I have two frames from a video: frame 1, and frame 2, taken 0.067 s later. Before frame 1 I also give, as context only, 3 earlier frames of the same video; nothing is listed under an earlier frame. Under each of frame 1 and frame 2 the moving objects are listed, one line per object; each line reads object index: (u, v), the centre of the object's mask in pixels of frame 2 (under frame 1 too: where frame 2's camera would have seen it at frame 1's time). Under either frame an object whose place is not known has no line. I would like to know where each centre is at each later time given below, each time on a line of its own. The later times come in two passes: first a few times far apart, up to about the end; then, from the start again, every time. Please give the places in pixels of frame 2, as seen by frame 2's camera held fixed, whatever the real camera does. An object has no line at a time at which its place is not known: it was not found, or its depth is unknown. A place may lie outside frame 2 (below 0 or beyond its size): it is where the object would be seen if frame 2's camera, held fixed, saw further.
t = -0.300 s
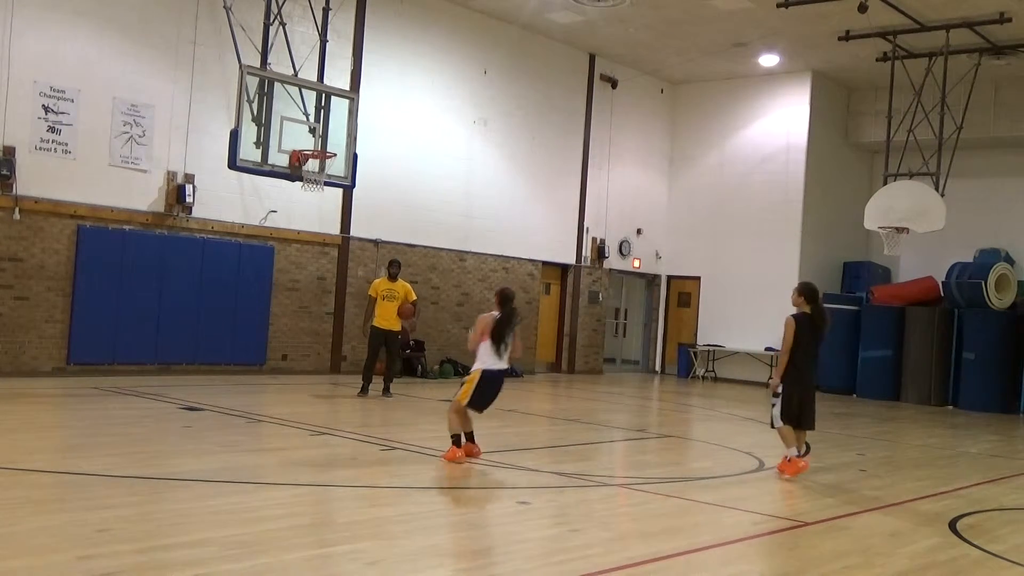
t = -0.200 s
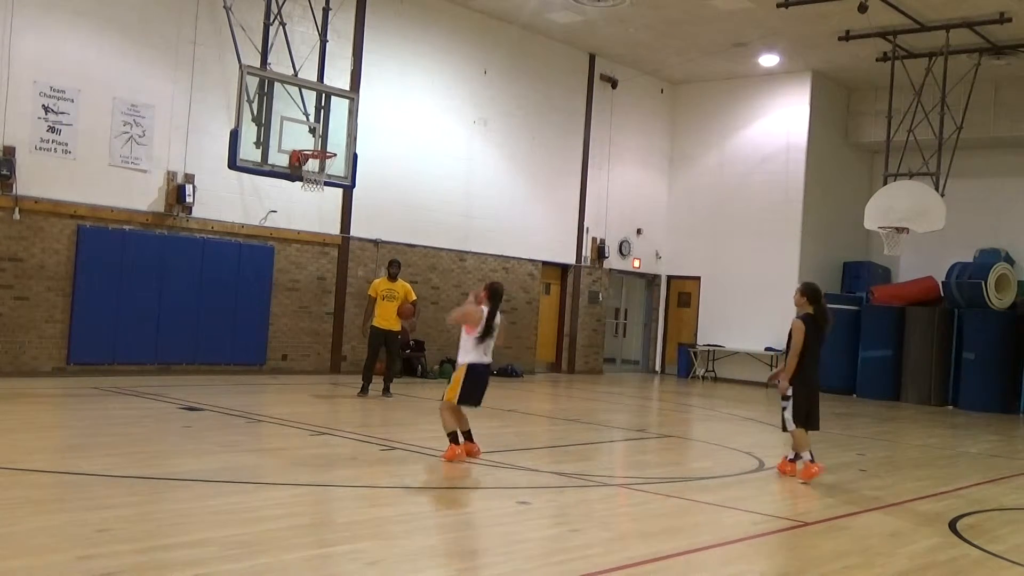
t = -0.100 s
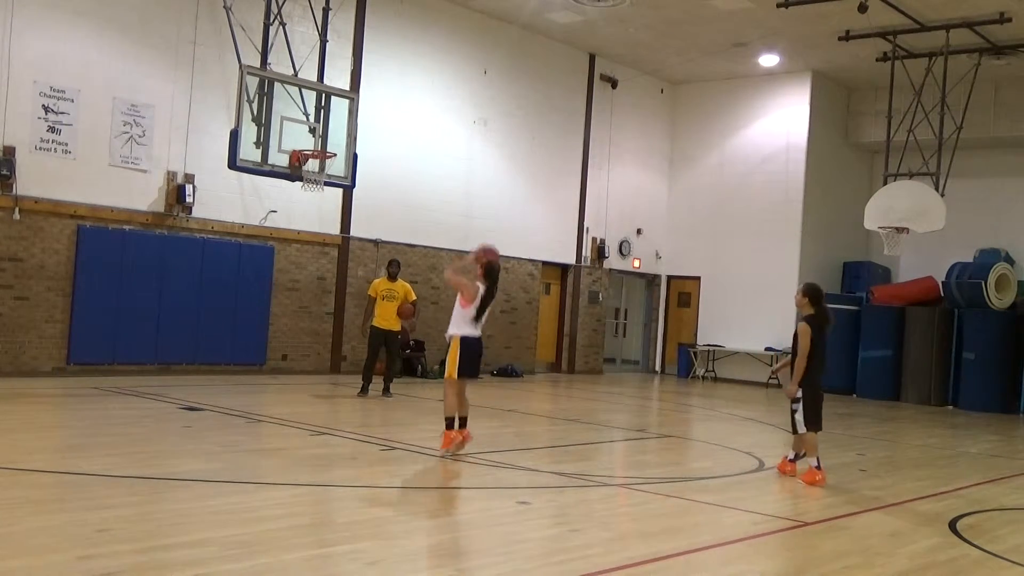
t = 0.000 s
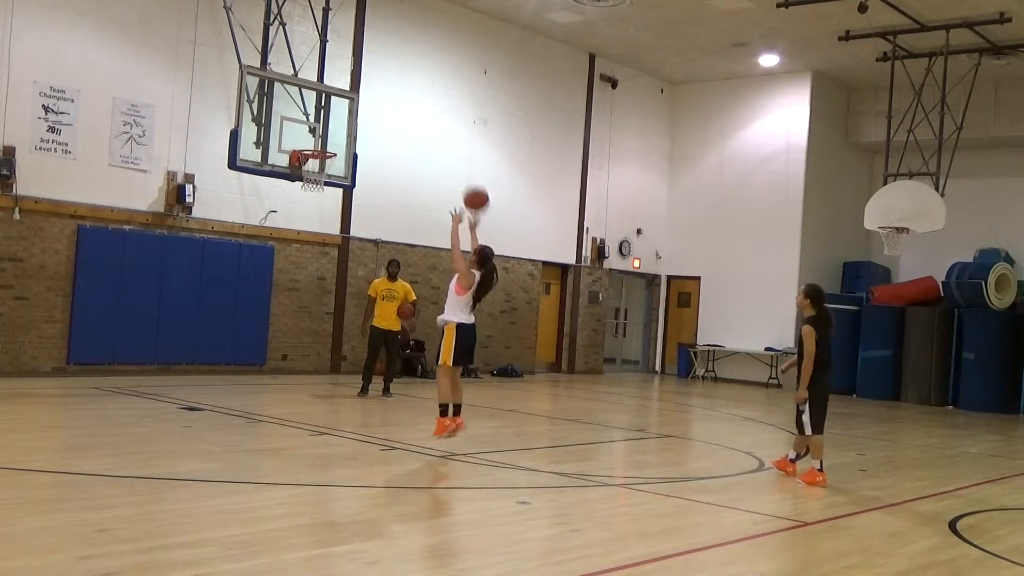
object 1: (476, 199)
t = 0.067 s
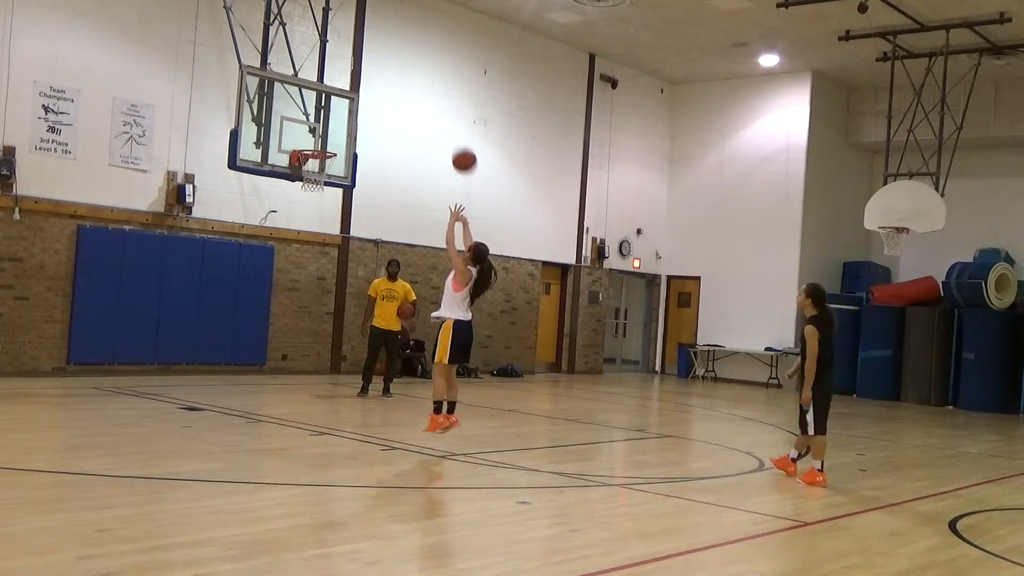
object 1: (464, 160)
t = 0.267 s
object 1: (431, 80)
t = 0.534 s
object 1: (390, 46)
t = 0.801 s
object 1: (352, 75)
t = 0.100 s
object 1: (458, 143)
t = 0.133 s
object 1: (453, 127)
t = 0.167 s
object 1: (447, 114)
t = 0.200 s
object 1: (442, 101)
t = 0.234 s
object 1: (436, 90)
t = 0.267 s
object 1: (431, 80)
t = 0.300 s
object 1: (426, 72)
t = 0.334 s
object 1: (420, 64)
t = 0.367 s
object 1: (415, 58)
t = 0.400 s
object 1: (410, 54)
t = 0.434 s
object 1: (405, 50)
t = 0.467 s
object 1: (400, 48)
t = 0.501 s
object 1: (395, 46)
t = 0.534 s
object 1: (390, 46)
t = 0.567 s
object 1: (385, 46)
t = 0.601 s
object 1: (380, 48)
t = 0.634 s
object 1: (375, 50)
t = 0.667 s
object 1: (370, 53)
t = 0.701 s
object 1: (366, 57)
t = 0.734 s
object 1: (361, 62)
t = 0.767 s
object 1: (356, 68)
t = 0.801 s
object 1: (352, 75)
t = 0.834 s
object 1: (347, 83)
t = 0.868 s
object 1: (342, 91)
